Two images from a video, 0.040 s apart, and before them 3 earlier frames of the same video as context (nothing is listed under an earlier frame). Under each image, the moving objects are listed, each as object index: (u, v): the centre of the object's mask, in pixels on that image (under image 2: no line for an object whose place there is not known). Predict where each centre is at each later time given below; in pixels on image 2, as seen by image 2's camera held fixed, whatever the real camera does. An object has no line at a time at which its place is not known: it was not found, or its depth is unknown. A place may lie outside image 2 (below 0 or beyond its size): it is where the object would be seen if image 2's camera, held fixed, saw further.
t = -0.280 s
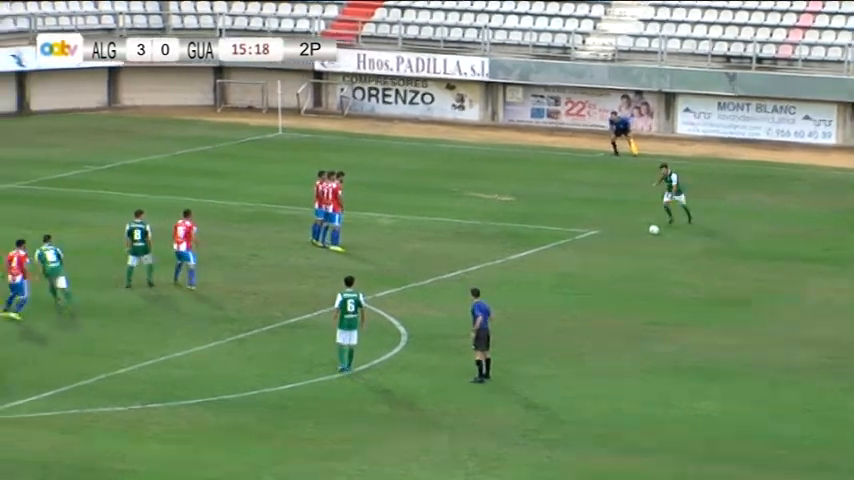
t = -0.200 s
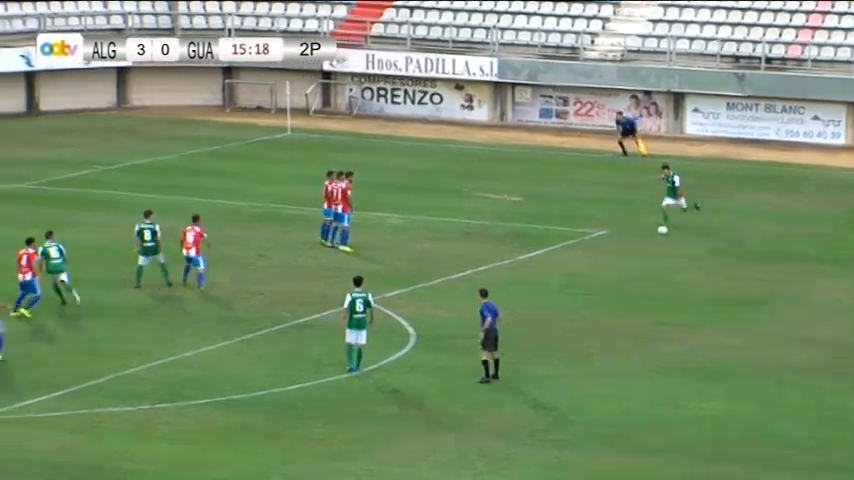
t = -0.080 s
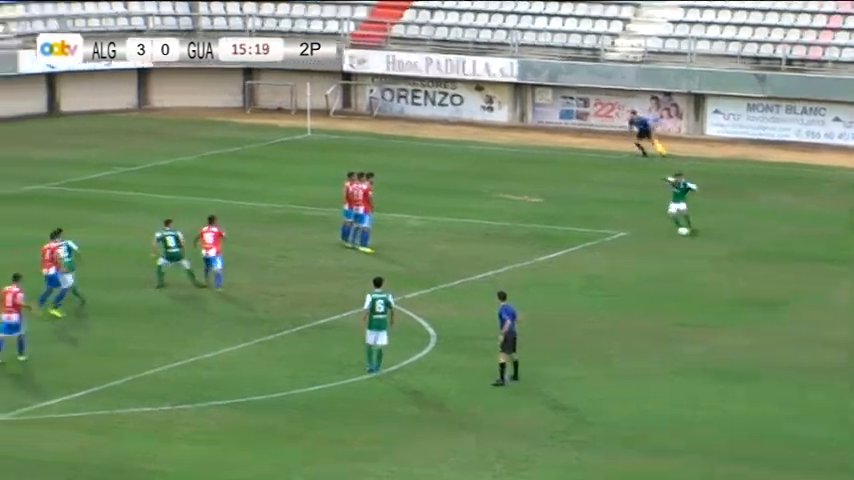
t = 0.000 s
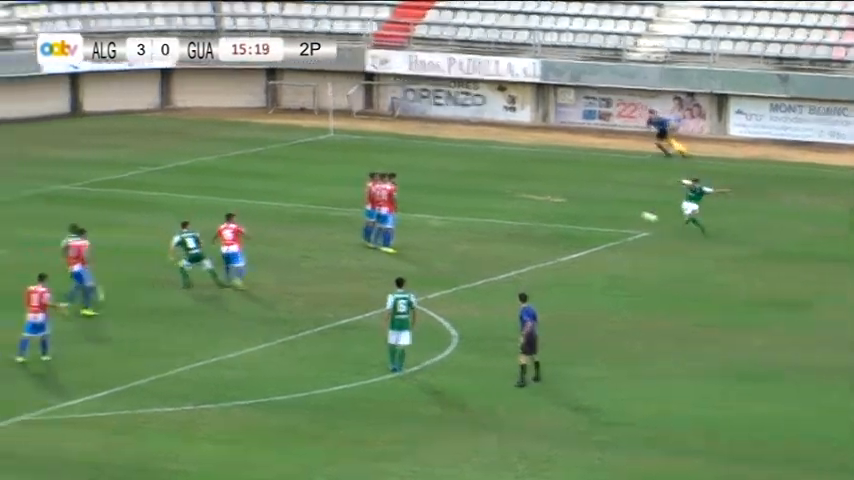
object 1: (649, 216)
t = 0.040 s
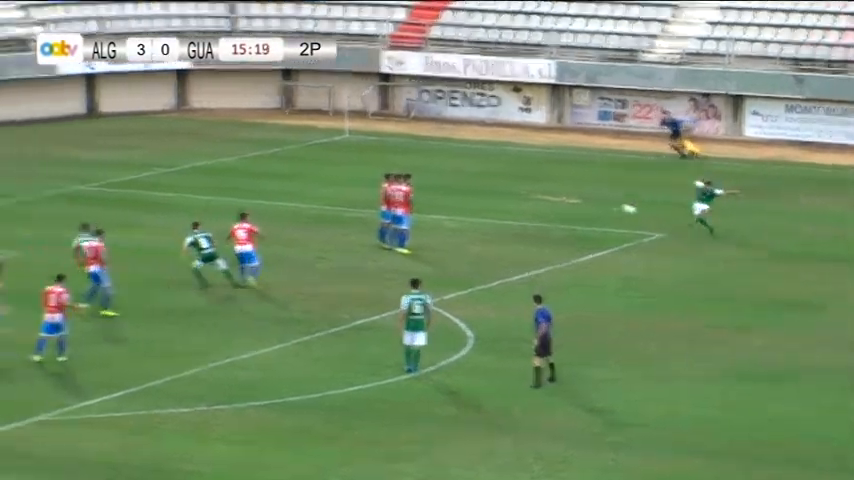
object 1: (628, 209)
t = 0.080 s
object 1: (593, 201)
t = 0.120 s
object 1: (558, 194)
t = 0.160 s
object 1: (522, 188)
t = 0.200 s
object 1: (486, 181)
